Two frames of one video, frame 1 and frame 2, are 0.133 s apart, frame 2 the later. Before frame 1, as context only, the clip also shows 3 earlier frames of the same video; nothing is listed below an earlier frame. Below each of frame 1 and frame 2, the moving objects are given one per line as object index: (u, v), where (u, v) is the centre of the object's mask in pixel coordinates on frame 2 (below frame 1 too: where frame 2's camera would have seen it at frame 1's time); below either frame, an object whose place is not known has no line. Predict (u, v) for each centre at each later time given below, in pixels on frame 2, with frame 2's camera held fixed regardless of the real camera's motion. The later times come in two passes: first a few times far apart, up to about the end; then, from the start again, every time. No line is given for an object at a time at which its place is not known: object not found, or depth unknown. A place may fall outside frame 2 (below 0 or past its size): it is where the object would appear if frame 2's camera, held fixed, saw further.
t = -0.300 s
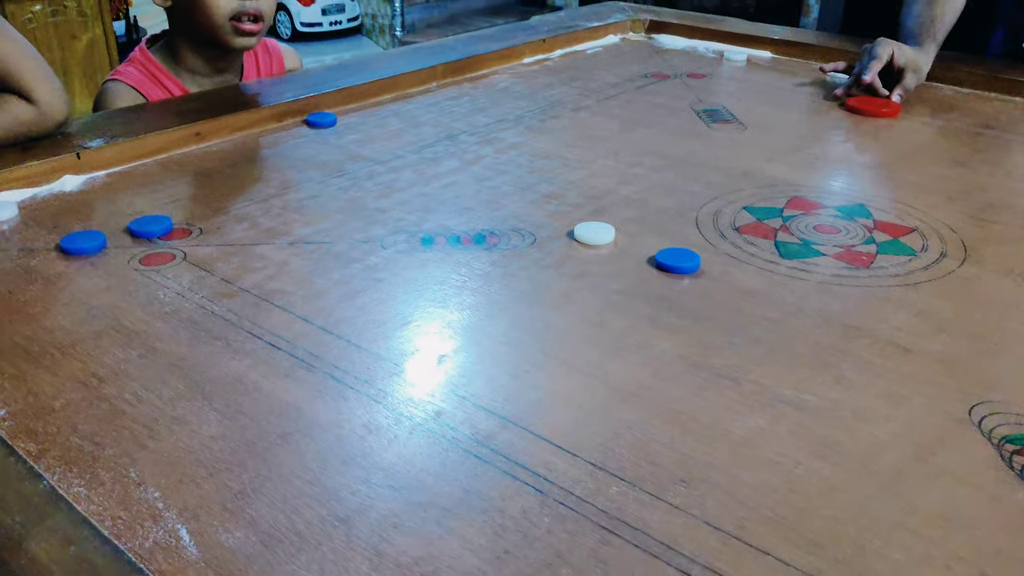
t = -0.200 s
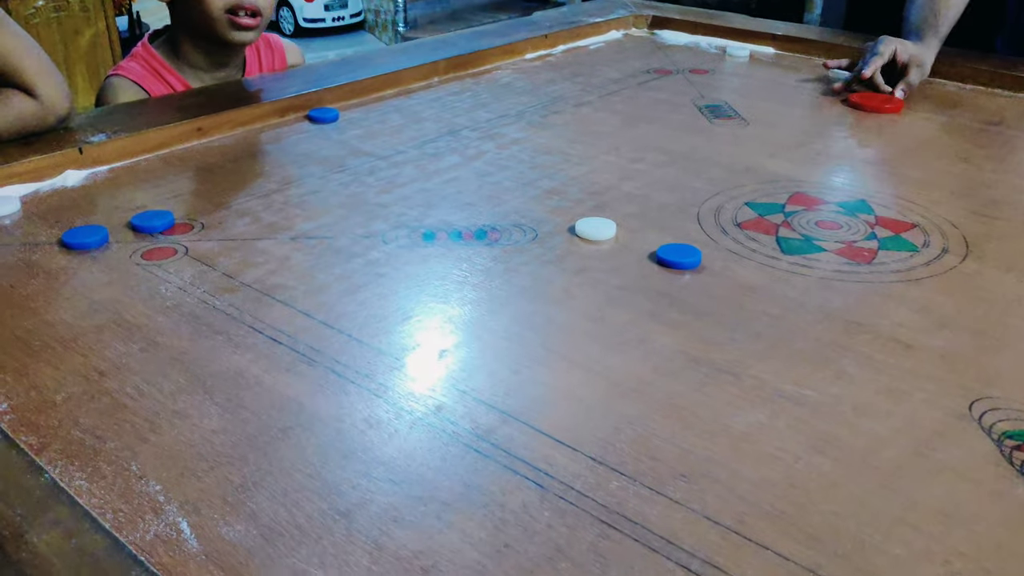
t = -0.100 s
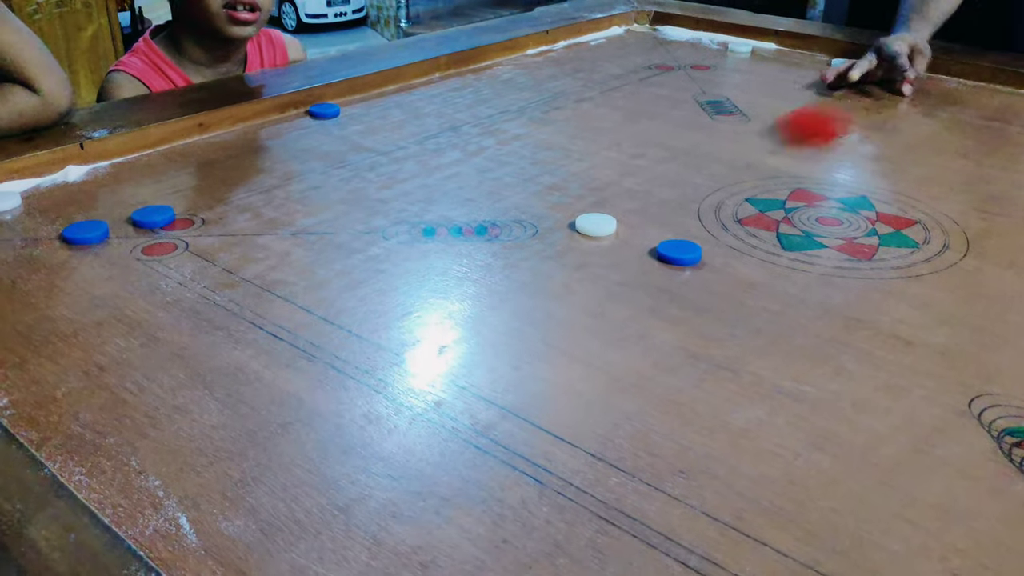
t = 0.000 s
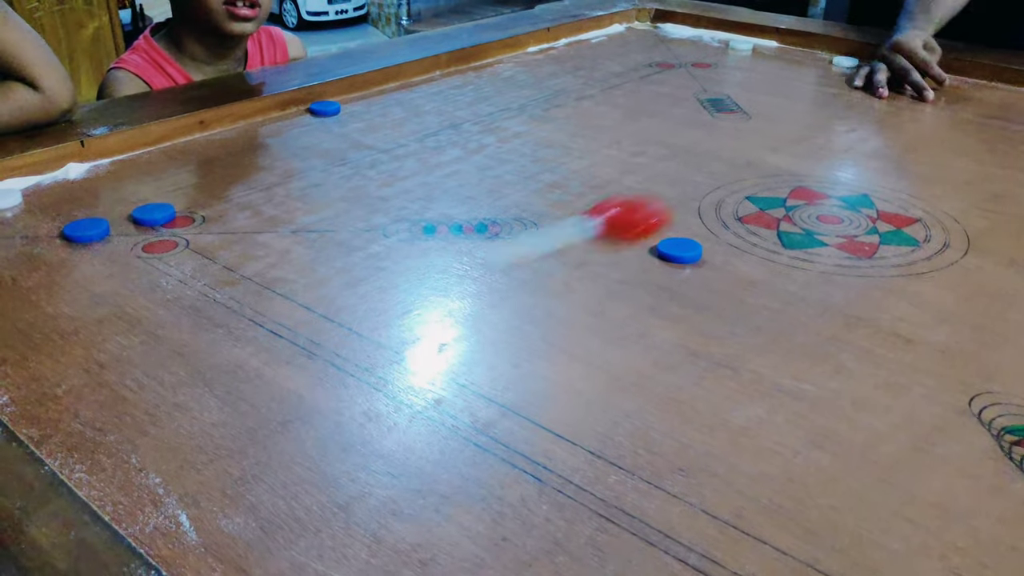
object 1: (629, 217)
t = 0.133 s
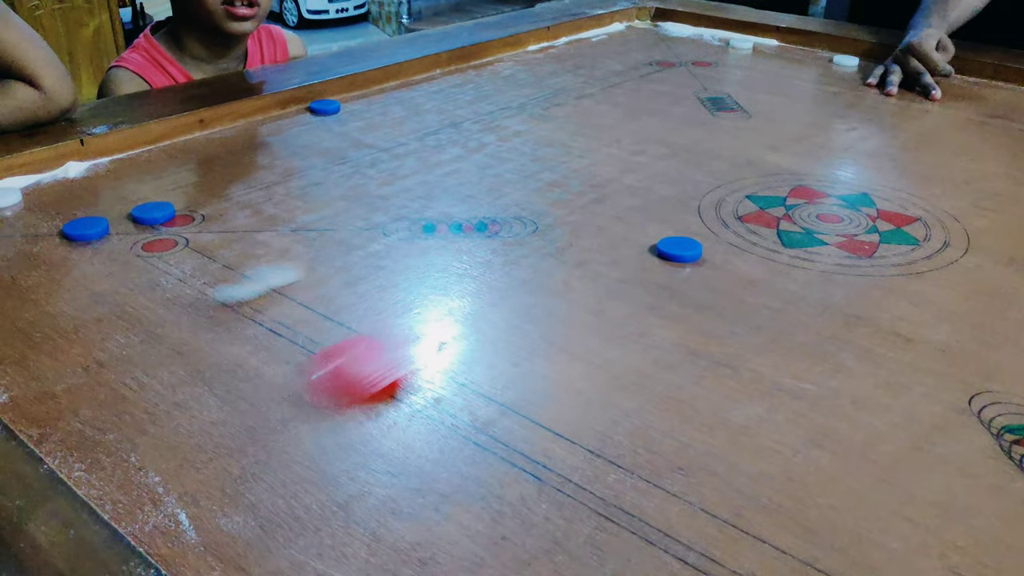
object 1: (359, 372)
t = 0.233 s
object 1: (209, 457)
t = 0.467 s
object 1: (501, 284)
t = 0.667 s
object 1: (605, 217)
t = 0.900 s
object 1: (650, 185)
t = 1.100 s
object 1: (653, 181)
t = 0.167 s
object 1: (266, 425)
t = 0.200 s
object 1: (170, 479)
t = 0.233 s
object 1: (209, 457)
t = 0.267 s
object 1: (268, 422)
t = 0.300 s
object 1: (316, 393)
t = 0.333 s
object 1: (362, 365)
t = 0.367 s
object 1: (408, 341)
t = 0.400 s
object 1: (445, 320)
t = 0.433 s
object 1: (476, 301)
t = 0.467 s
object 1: (501, 284)
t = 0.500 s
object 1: (524, 269)
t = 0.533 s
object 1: (543, 256)
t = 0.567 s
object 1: (562, 244)
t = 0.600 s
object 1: (579, 234)
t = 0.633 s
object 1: (593, 225)
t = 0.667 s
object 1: (605, 217)
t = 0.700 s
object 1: (615, 209)
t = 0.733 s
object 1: (624, 203)
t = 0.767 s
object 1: (632, 198)
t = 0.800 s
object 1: (638, 193)
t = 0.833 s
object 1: (643, 190)
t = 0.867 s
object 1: (647, 187)
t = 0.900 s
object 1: (650, 185)
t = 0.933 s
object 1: (652, 183)
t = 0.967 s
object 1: (653, 182)
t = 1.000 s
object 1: (653, 181)
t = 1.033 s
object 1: (653, 181)
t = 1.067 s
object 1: (653, 181)
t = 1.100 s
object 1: (653, 181)
